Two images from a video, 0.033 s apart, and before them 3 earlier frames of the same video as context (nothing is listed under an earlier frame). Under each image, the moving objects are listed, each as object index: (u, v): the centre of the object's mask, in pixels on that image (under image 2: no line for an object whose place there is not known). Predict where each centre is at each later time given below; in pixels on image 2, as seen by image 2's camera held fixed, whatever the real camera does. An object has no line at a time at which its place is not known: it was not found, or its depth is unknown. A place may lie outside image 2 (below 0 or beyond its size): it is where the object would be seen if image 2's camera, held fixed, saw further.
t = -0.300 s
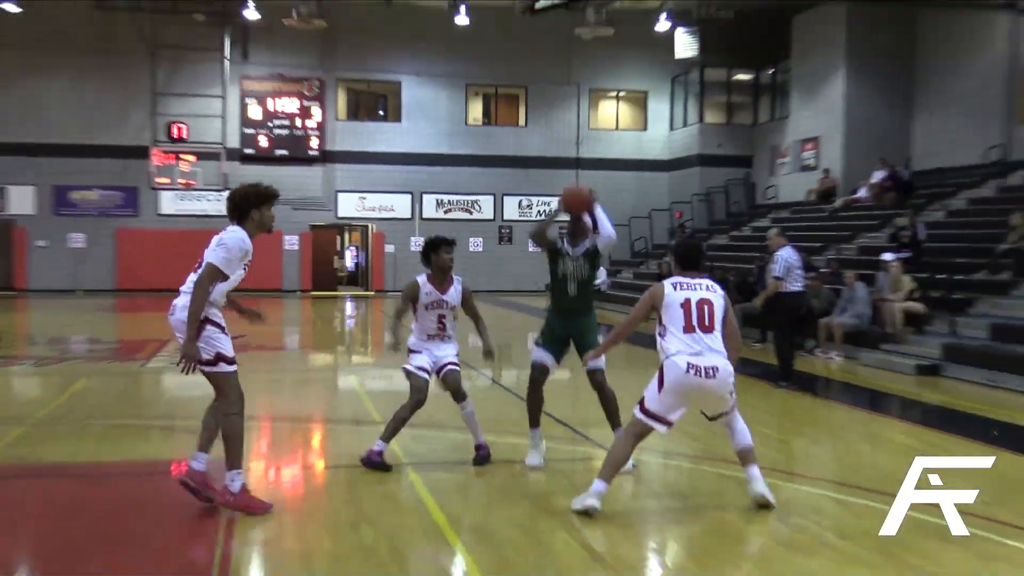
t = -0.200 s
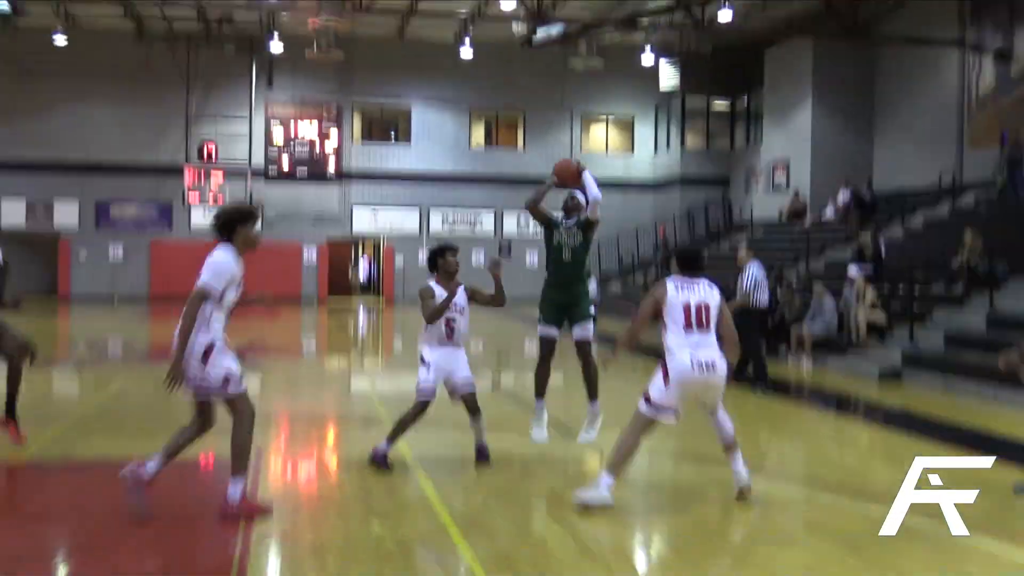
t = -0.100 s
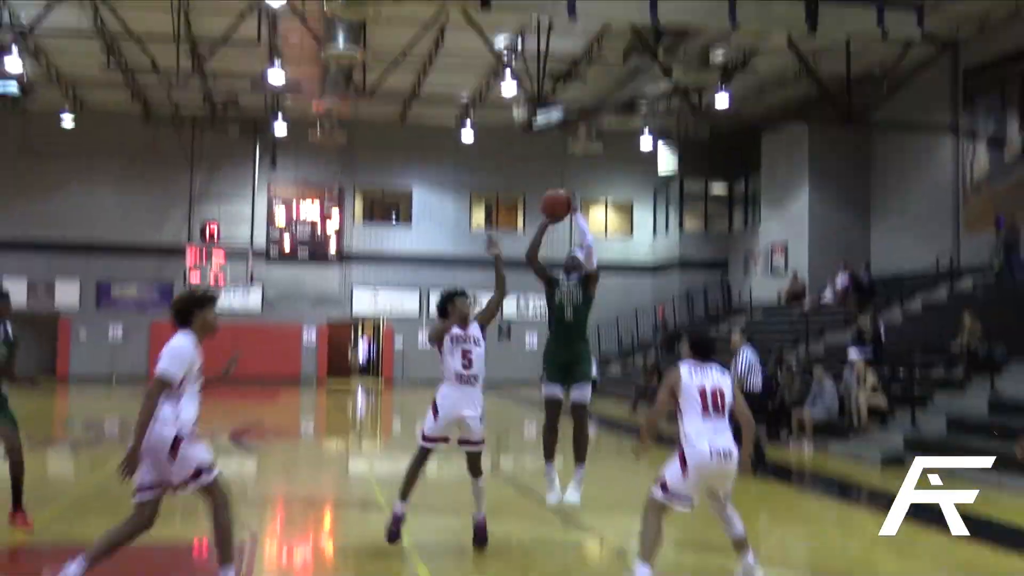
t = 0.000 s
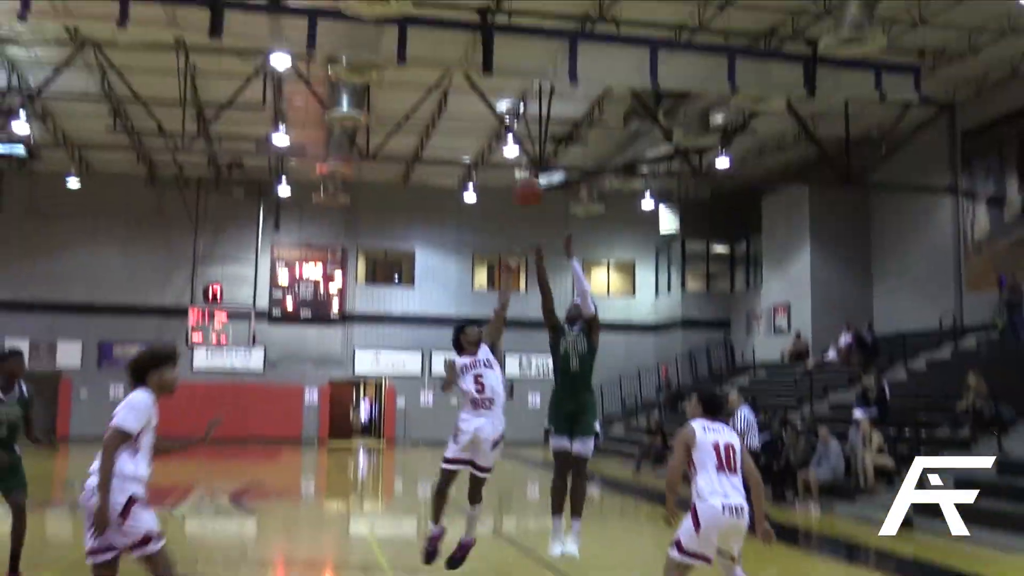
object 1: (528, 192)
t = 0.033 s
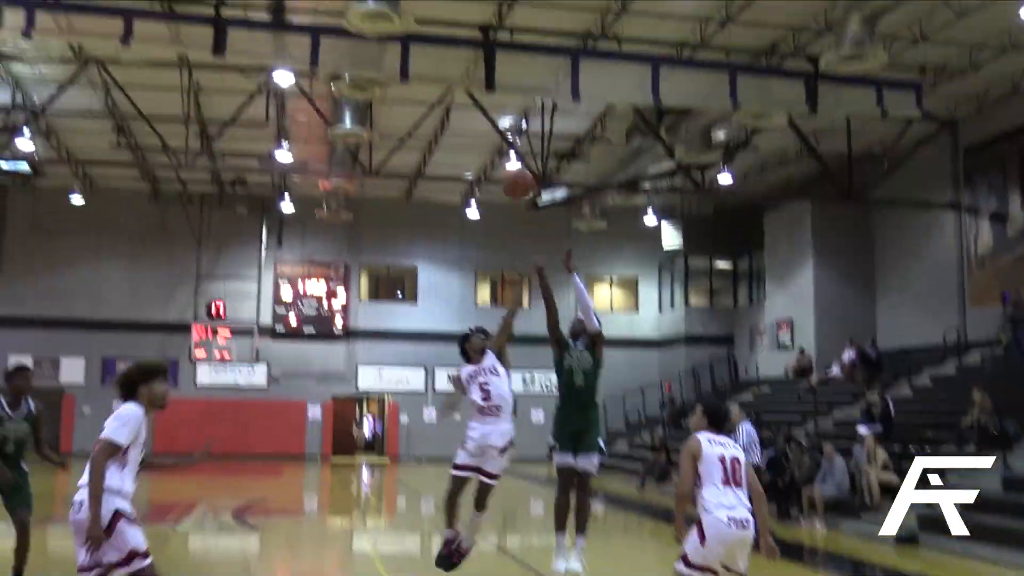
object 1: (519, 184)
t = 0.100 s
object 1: (490, 140)
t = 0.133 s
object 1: (475, 117)
